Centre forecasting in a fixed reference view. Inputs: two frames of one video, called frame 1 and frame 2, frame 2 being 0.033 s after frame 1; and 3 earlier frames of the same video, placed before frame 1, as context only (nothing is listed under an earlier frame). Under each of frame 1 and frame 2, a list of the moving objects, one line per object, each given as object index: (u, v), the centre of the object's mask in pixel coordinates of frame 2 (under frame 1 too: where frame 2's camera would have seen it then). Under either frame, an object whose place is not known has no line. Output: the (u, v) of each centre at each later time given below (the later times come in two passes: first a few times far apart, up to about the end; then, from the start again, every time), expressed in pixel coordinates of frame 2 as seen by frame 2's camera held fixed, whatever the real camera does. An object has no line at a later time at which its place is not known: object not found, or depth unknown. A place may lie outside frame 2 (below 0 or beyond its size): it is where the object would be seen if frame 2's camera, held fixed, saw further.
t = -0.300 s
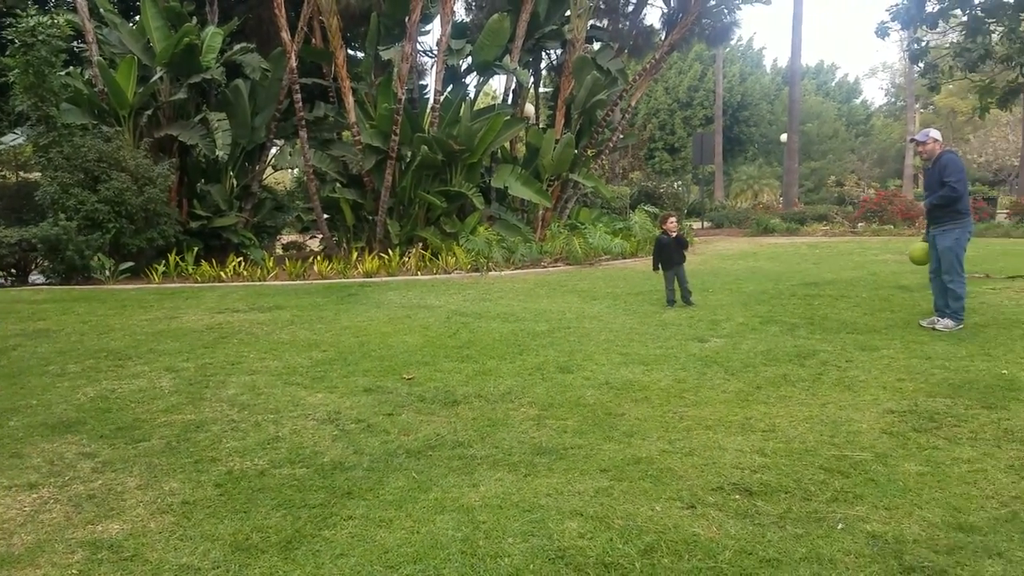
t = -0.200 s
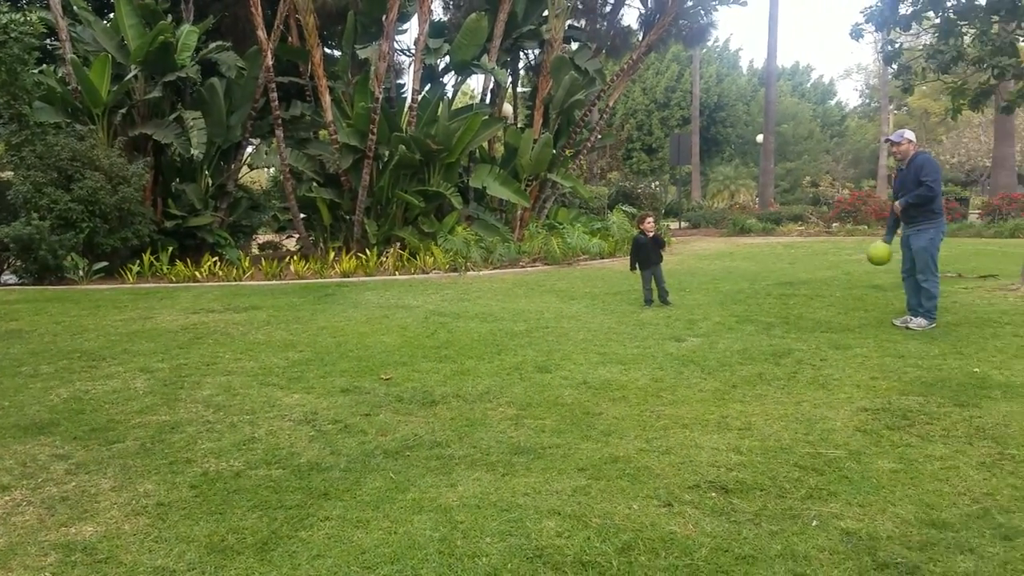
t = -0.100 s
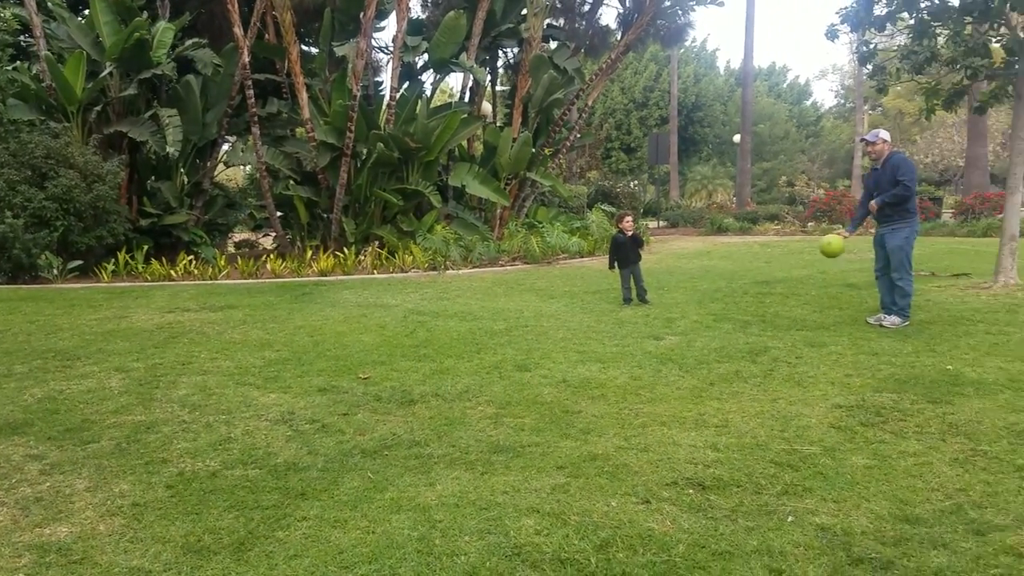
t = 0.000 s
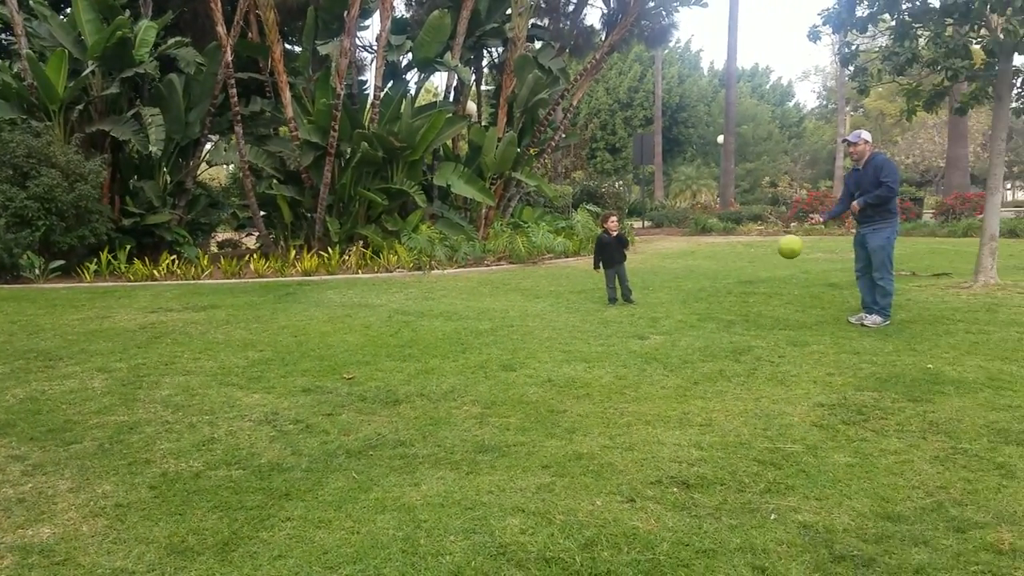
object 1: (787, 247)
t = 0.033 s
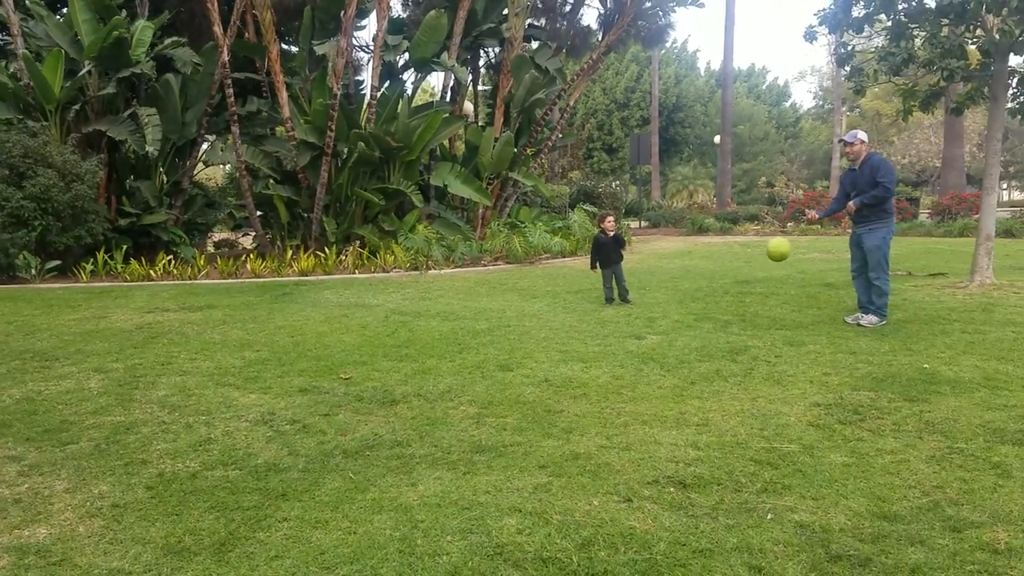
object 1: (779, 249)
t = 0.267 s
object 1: (720, 307)
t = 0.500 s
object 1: (677, 305)
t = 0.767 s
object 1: (631, 322)
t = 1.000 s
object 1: (588, 347)
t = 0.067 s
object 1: (770, 253)
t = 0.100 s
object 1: (762, 259)
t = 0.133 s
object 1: (753, 265)
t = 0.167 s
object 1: (745, 273)
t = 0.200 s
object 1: (737, 283)
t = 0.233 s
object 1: (728, 294)
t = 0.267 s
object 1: (720, 307)
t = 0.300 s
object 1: (711, 322)
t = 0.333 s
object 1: (703, 337)
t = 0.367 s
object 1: (698, 331)
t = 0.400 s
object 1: (693, 323)
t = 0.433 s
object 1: (688, 316)
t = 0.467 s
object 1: (682, 310)
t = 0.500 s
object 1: (677, 305)
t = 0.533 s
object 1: (671, 302)
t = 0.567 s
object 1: (666, 301)
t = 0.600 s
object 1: (660, 301)
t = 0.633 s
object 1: (654, 302)
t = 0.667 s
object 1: (648, 305)
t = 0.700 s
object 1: (643, 309)
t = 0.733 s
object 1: (637, 315)
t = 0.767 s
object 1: (631, 322)
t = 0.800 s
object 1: (626, 330)
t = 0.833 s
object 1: (619, 340)
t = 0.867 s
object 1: (613, 352)
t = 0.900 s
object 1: (607, 361)
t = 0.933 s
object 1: (600, 355)
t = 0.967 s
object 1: (594, 350)
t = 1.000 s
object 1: (588, 347)
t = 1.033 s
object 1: (581, 345)
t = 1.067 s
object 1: (575, 345)
